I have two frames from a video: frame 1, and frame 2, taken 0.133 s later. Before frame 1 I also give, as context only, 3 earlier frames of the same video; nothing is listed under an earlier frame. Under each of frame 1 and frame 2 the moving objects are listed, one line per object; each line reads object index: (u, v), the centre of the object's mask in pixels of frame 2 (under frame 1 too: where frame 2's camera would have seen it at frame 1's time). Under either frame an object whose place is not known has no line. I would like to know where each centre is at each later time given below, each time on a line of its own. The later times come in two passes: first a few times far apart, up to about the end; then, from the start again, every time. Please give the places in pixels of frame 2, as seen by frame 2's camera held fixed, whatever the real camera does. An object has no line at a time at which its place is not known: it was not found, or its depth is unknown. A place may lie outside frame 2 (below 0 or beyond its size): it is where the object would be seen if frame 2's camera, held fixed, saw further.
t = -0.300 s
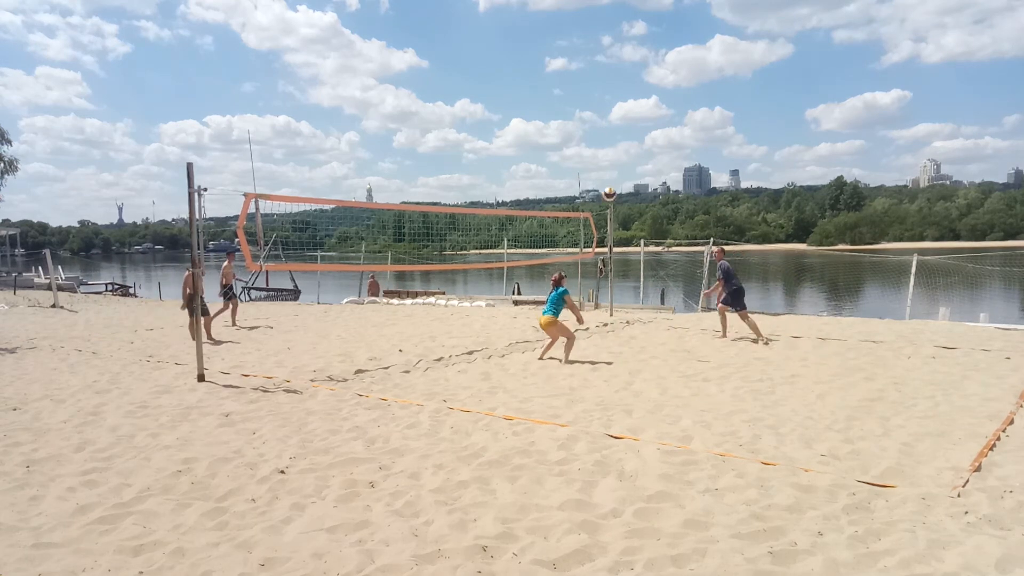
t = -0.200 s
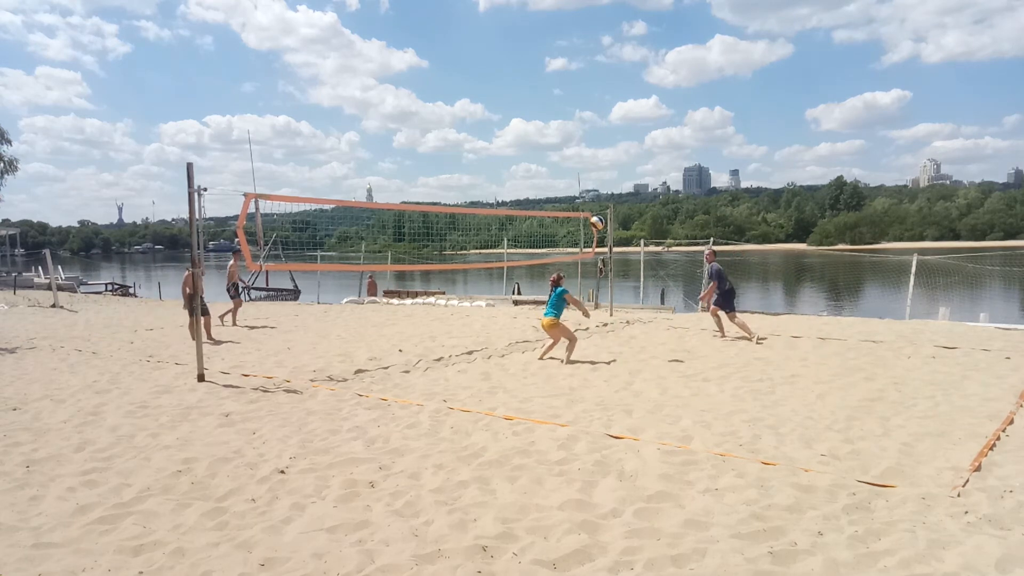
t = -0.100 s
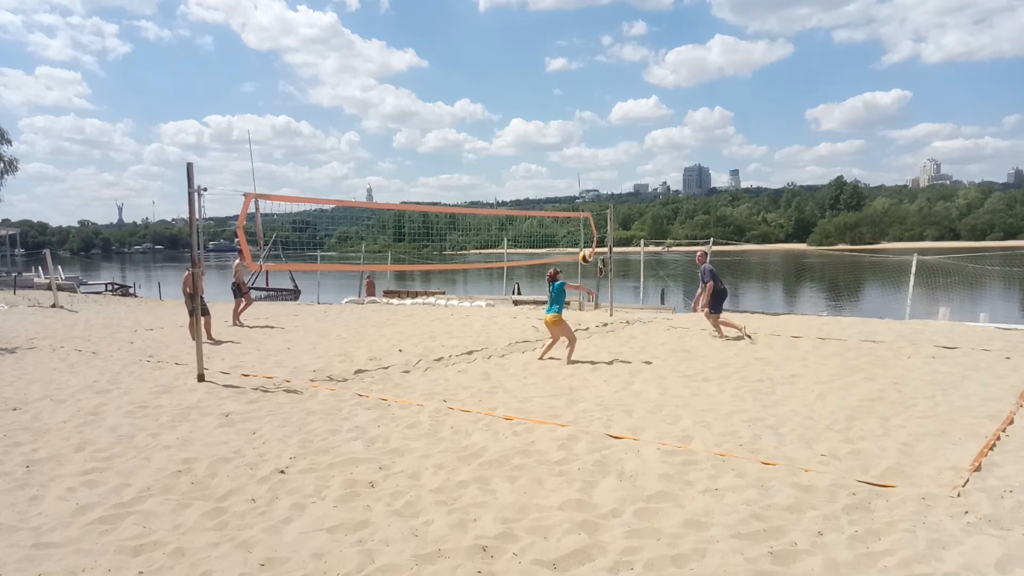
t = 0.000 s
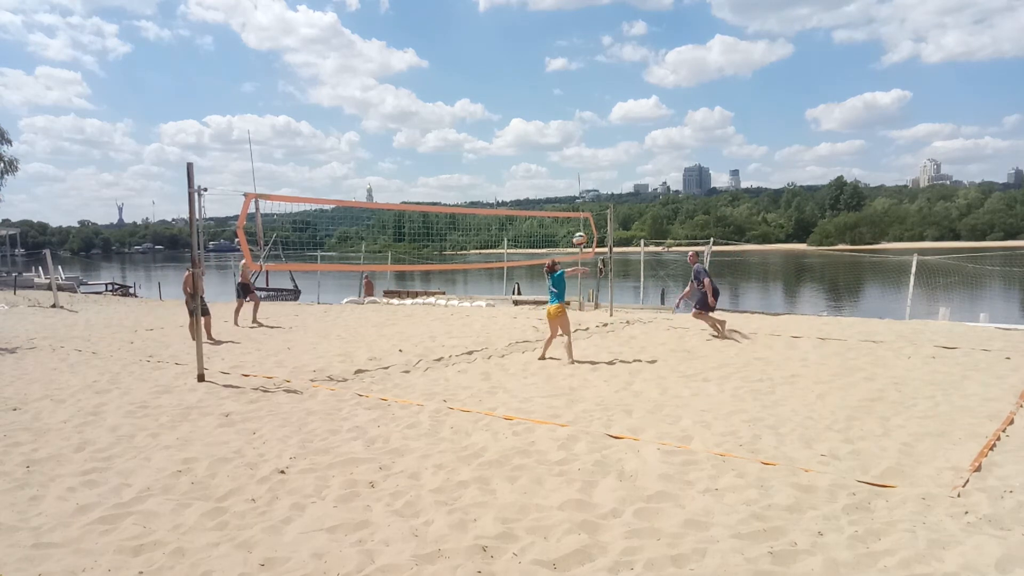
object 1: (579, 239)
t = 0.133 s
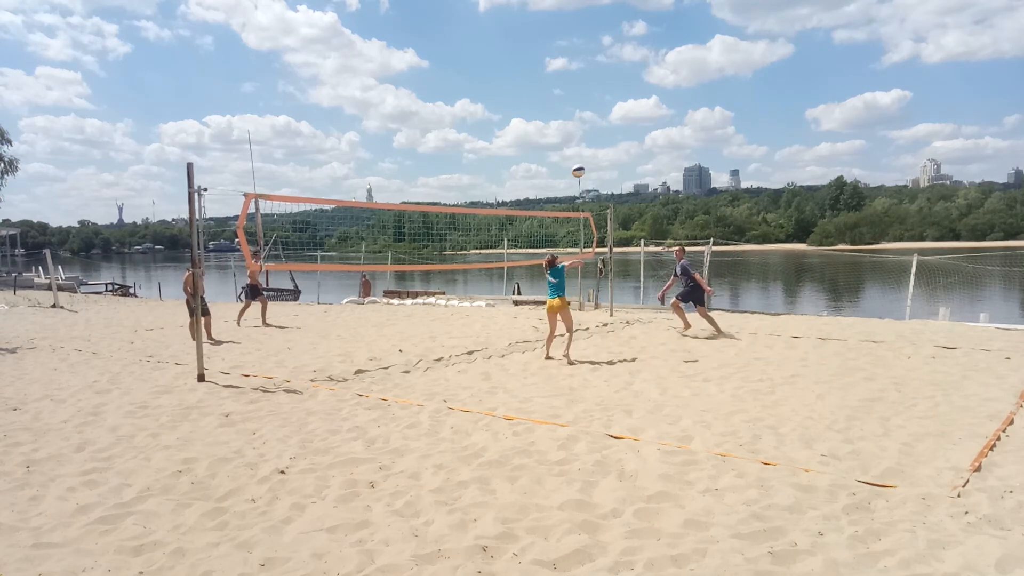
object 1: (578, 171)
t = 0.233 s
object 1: (577, 129)
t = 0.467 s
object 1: (578, 58)
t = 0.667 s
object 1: (580, 29)
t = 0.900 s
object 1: (582, 28)
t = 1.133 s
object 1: (585, 57)
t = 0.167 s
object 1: (578, 157)
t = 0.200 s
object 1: (577, 142)
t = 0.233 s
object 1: (577, 129)
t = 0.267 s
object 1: (577, 116)
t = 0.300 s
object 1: (577, 104)
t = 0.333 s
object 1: (578, 93)
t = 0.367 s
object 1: (578, 83)
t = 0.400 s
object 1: (577, 74)
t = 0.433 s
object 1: (578, 66)
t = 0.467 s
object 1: (578, 58)
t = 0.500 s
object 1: (579, 52)
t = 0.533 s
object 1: (579, 46)
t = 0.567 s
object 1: (579, 41)
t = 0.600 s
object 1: (579, 36)
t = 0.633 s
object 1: (580, 33)
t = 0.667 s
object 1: (580, 29)
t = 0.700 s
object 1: (581, 27)
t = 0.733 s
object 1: (581, 26)
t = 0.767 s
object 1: (581, 25)
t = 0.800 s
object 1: (581, 24)
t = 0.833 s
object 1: (582, 25)
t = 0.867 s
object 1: (582, 26)
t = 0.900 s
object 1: (582, 28)
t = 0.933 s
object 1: (582, 30)
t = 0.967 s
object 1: (583, 33)
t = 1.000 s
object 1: (583, 36)
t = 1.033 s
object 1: (584, 41)
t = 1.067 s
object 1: (584, 45)
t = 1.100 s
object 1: (584, 51)
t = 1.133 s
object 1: (585, 57)
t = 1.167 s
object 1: (586, 63)
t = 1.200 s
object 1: (586, 70)
